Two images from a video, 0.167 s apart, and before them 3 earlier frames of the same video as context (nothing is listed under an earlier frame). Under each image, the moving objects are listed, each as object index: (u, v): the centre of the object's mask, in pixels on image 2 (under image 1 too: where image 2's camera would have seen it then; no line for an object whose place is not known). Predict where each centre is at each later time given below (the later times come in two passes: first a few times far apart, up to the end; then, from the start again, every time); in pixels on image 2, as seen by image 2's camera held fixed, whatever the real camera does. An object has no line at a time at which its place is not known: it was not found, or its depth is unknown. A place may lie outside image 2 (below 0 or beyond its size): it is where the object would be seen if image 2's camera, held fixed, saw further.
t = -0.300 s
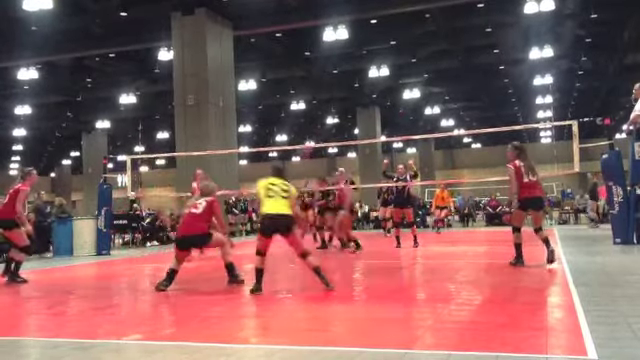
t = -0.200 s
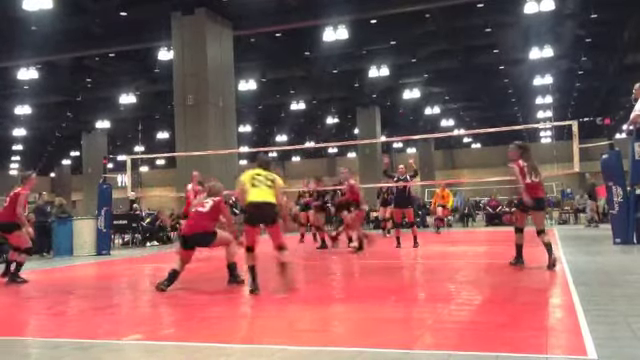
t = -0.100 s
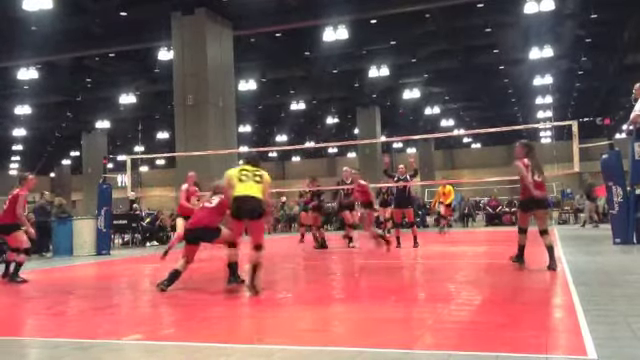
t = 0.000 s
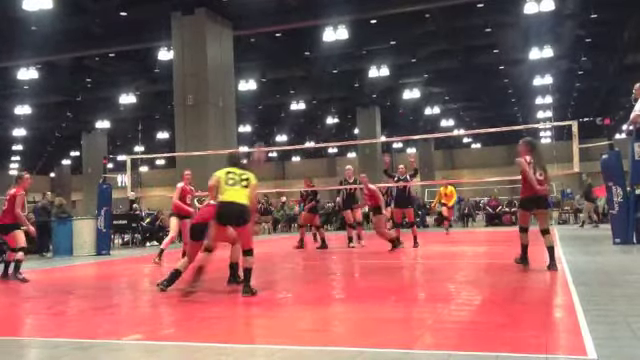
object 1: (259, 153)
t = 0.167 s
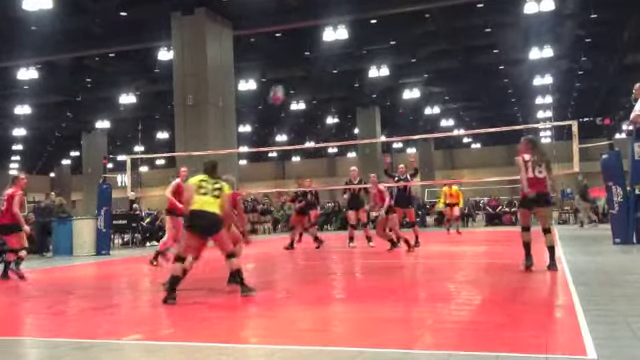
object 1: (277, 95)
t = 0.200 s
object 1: (280, 85)
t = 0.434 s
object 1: (301, 47)
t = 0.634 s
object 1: (316, 43)
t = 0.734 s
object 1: (326, 49)
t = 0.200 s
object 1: (280, 85)
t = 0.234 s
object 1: (283, 78)
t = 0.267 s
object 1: (287, 70)
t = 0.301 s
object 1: (290, 64)
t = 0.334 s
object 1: (292, 58)
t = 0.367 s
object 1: (295, 54)
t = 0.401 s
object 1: (298, 51)
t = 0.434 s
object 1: (301, 47)
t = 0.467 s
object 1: (304, 45)
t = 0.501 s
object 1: (307, 43)
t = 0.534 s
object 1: (310, 42)
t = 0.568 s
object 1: (312, 42)
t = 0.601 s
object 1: (315, 42)
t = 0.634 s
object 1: (316, 43)
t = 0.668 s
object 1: (319, 44)
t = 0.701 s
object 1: (323, 47)
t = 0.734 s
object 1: (326, 49)
